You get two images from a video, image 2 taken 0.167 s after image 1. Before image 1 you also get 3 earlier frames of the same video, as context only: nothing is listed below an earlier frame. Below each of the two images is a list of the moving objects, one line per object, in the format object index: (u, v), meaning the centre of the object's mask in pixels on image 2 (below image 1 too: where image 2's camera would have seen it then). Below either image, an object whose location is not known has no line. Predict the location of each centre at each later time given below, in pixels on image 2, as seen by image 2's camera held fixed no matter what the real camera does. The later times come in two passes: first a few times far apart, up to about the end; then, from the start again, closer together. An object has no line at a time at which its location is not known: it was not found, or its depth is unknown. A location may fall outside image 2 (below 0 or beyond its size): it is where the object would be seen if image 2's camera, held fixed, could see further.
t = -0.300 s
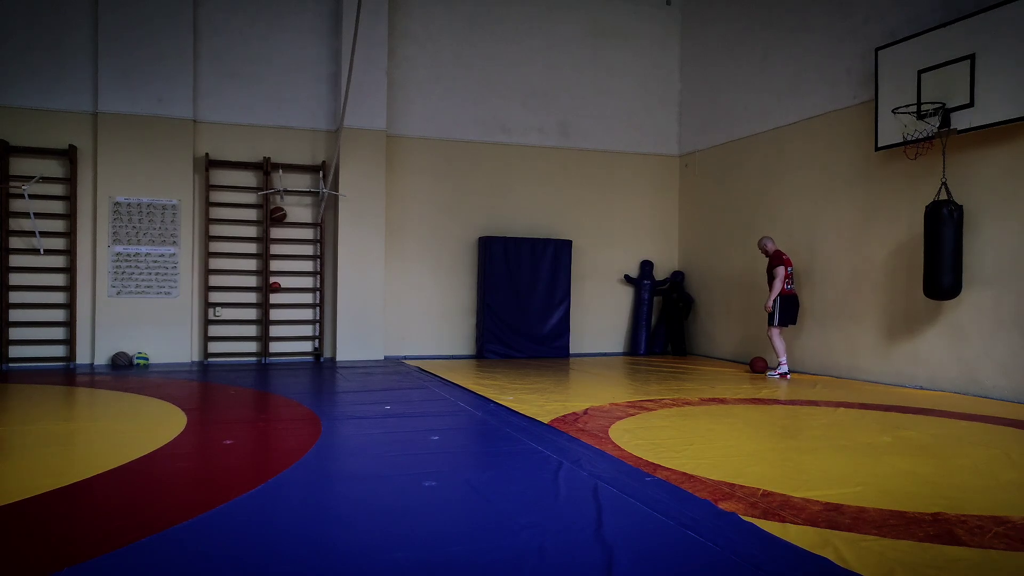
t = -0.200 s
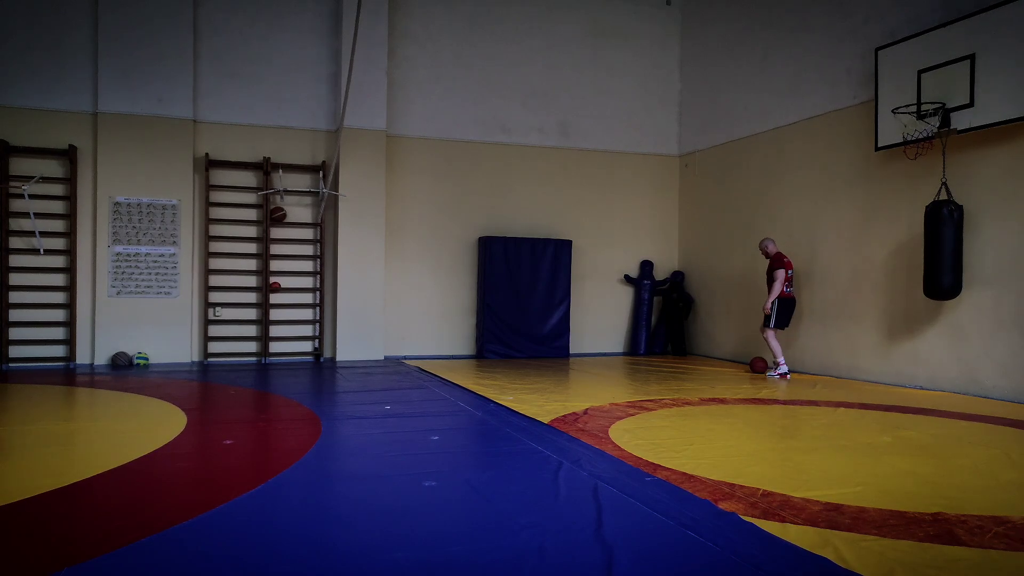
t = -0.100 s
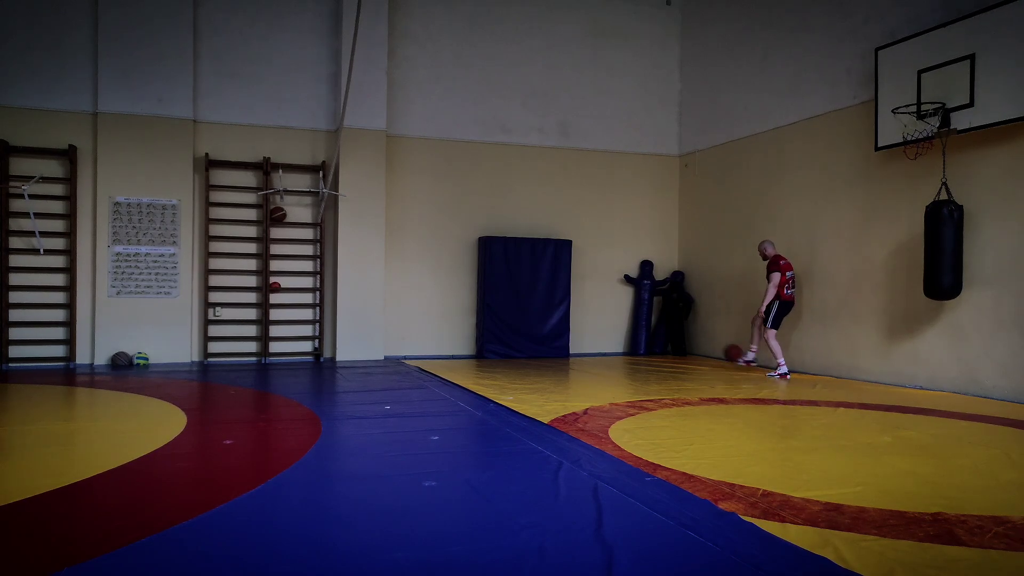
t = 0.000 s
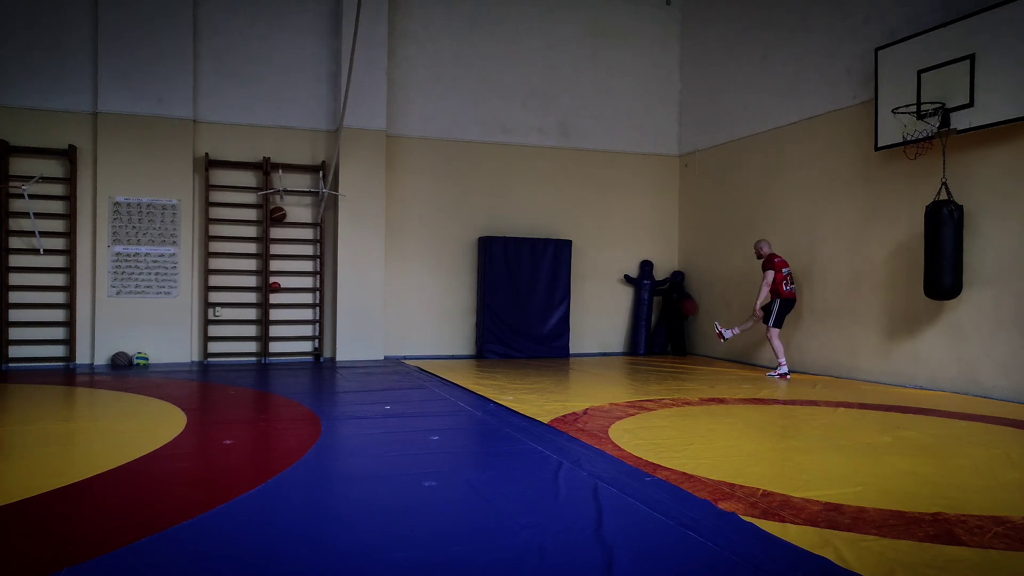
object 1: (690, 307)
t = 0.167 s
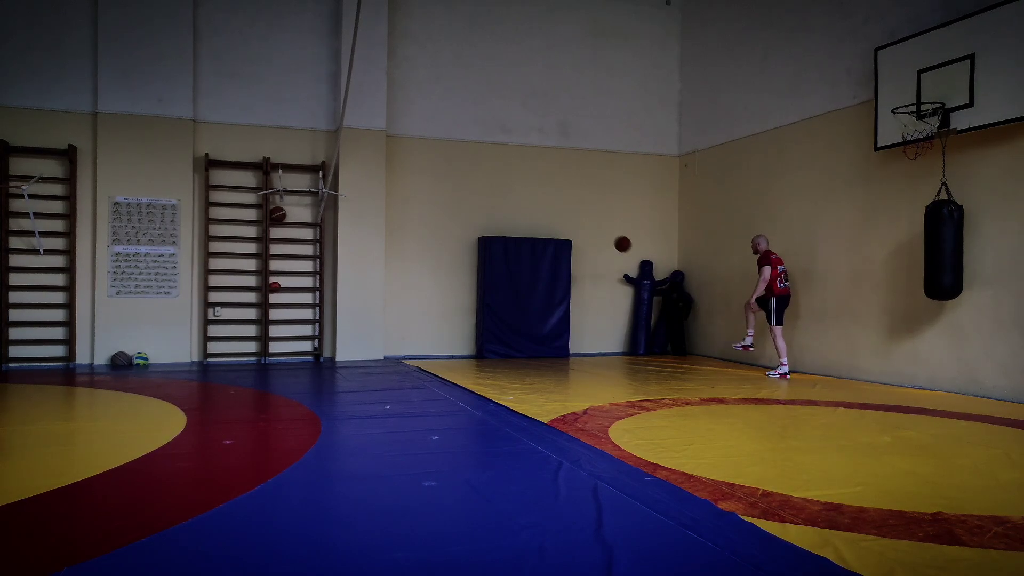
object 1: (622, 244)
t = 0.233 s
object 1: (597, 225)
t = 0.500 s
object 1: (505, 184)
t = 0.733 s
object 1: (465, 180)
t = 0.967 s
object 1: (435, 211)
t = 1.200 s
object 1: (397, 289)
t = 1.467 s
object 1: (356, 325)
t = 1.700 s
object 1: (326, 268)
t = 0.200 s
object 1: (610, 234)
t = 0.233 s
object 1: (597, 225)
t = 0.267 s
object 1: (585, 217)
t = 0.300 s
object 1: (573, 210)
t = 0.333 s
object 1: (562, 204)
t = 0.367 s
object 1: (550, 199)
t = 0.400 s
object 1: (538, 194)
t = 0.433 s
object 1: (527, 190)
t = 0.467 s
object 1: (516, 187)
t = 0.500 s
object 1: (505, 184)
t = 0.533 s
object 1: (494, 182)
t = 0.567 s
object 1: (484, 181)
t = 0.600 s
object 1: (480, 180)
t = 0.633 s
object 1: (477, 179)
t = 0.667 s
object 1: (473, 179)
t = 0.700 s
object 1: (469, 179)
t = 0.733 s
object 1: (465, 180)
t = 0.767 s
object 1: (461, 182)
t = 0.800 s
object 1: (457, 185)
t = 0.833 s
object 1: (453, 189)
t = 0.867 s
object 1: (449, 193)
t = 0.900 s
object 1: (444, 198)
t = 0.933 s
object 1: (439, 204)
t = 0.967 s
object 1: (435, 211)
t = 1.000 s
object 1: (429, 219)
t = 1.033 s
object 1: (425, 228)
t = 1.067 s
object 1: (419, 238)
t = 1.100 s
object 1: (414, 249)
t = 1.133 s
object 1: (409, 261)
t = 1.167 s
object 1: (403, 275)
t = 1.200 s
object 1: (397, 289)
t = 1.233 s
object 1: (391, 305)
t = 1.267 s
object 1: (385, 322)
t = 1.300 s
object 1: (379, 340)
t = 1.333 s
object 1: (372, 361)
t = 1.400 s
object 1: (363, 348)
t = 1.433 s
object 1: (359, 336)
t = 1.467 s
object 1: (356, 325)
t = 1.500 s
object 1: (351, 315)
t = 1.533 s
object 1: (347, 305)
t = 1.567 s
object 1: (343, 296)
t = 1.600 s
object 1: (339, 288)
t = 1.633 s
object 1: (334, 281)
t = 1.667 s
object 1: (331, 274)
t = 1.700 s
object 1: (326, 268)
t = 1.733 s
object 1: (321, 264)
